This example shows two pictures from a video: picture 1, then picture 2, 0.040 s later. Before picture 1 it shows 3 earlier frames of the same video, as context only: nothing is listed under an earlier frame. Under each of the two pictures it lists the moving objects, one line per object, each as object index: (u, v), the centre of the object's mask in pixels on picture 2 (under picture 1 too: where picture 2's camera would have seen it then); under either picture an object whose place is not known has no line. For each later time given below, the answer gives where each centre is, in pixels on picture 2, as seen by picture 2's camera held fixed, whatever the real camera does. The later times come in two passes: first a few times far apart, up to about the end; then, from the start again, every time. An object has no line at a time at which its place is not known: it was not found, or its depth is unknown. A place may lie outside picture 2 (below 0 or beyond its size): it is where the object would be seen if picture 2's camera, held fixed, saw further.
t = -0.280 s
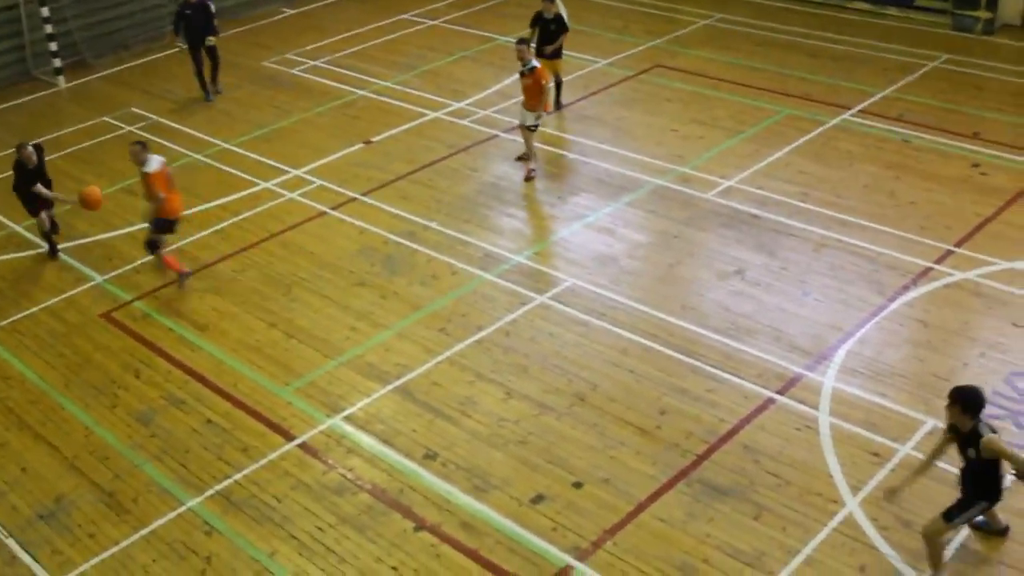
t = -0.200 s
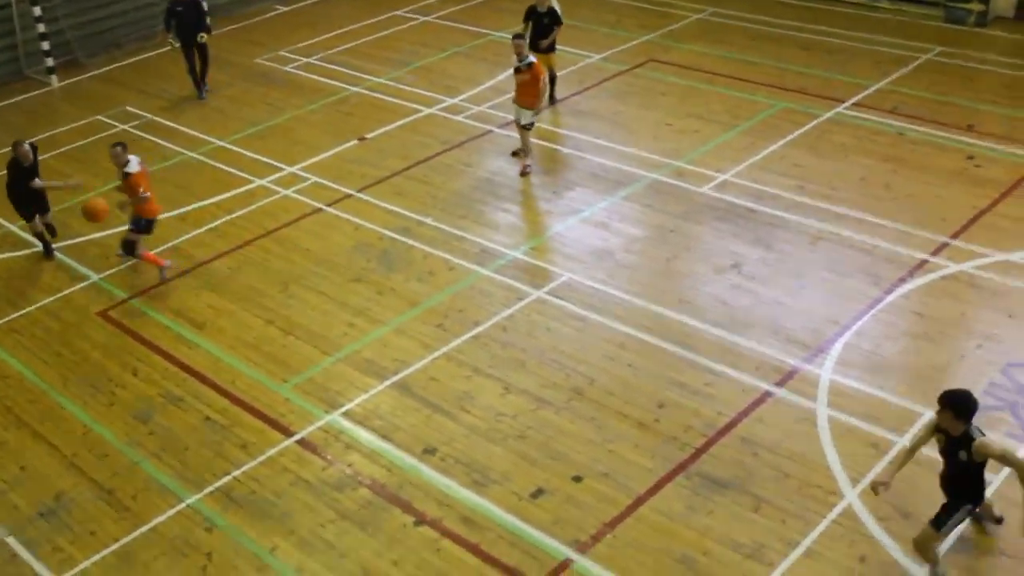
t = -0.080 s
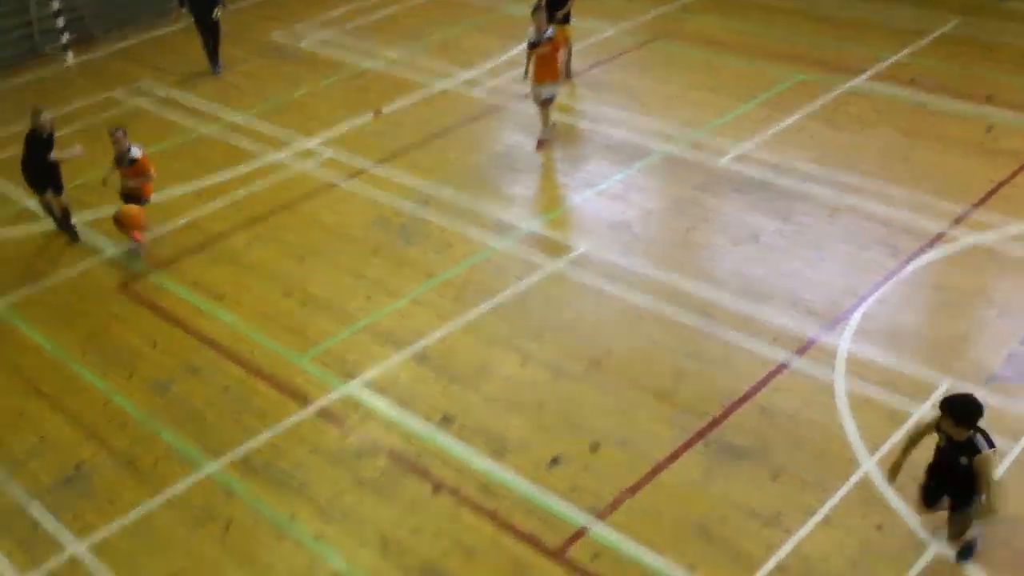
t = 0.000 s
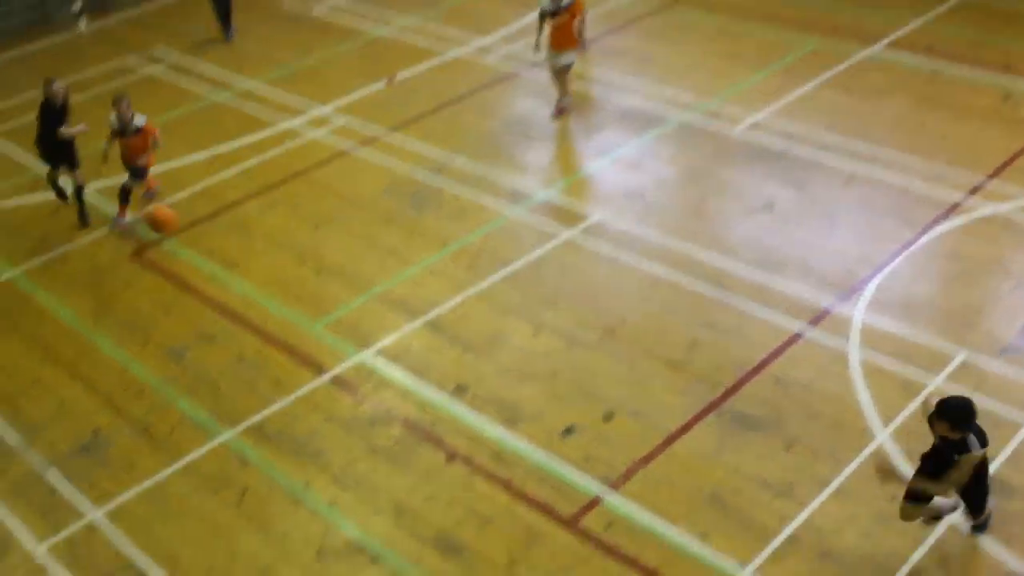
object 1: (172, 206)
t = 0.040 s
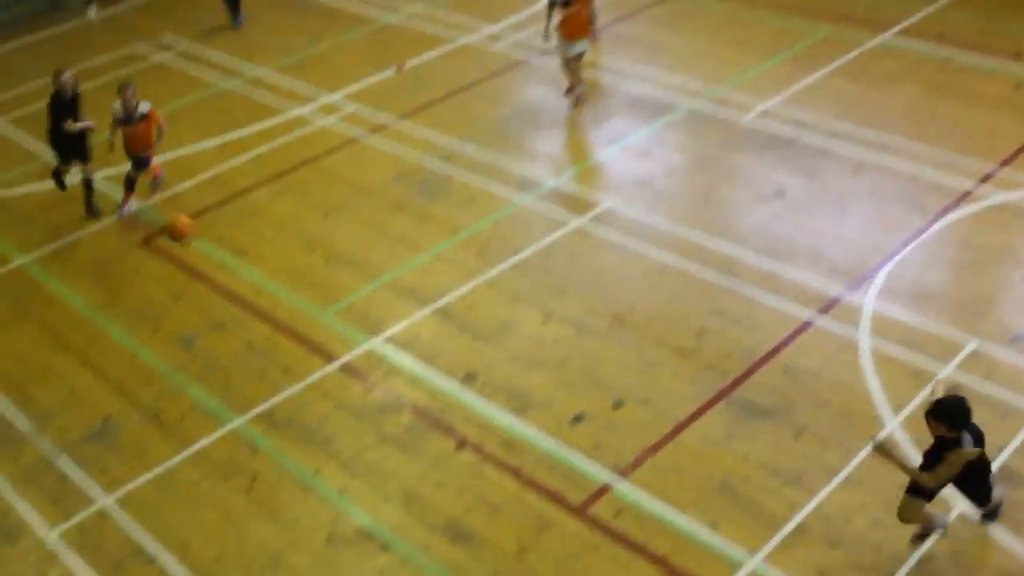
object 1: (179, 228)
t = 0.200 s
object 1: (226, 339)
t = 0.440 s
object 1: (321, 580)
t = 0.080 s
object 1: (188, 251)
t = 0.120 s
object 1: (202, 278)
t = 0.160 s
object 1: (212, 305)
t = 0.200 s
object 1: (226, 339)
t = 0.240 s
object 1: (240, 372)
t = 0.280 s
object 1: (254, 407)
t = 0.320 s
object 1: (268, 446)
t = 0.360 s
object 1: (286, 490)
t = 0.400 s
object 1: (303, 535)
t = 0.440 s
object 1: (321, 580)
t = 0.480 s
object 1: (339, 633)
